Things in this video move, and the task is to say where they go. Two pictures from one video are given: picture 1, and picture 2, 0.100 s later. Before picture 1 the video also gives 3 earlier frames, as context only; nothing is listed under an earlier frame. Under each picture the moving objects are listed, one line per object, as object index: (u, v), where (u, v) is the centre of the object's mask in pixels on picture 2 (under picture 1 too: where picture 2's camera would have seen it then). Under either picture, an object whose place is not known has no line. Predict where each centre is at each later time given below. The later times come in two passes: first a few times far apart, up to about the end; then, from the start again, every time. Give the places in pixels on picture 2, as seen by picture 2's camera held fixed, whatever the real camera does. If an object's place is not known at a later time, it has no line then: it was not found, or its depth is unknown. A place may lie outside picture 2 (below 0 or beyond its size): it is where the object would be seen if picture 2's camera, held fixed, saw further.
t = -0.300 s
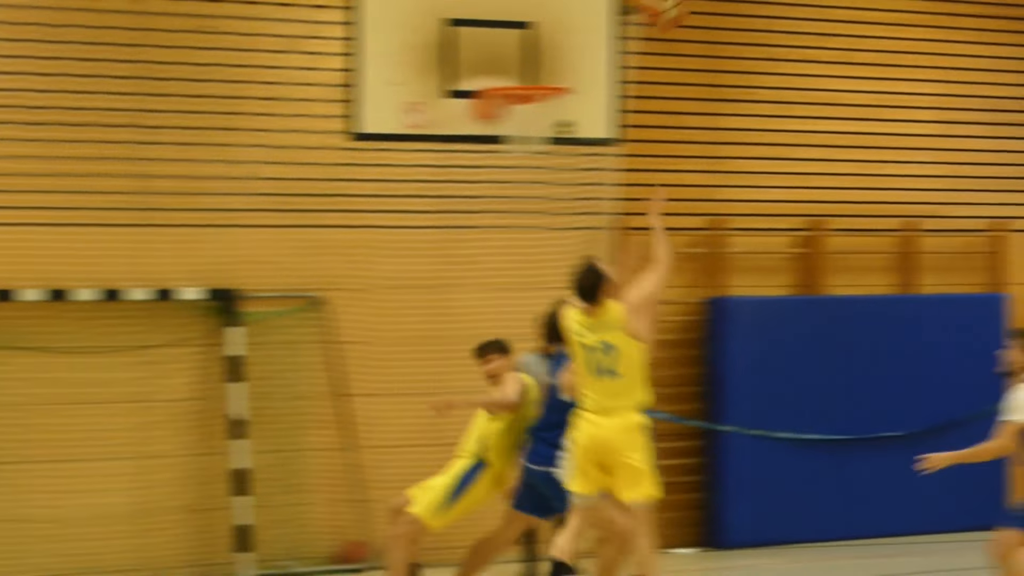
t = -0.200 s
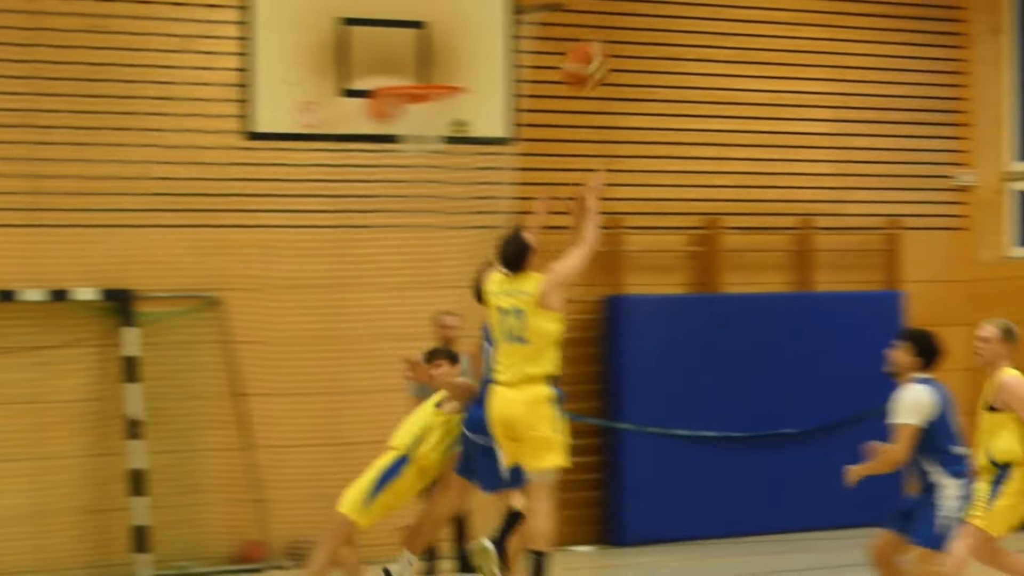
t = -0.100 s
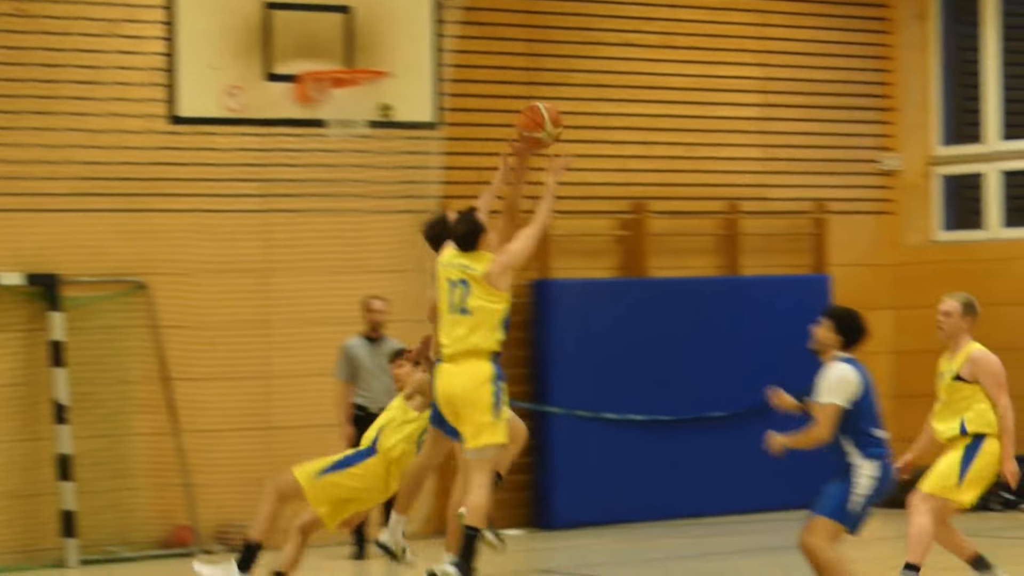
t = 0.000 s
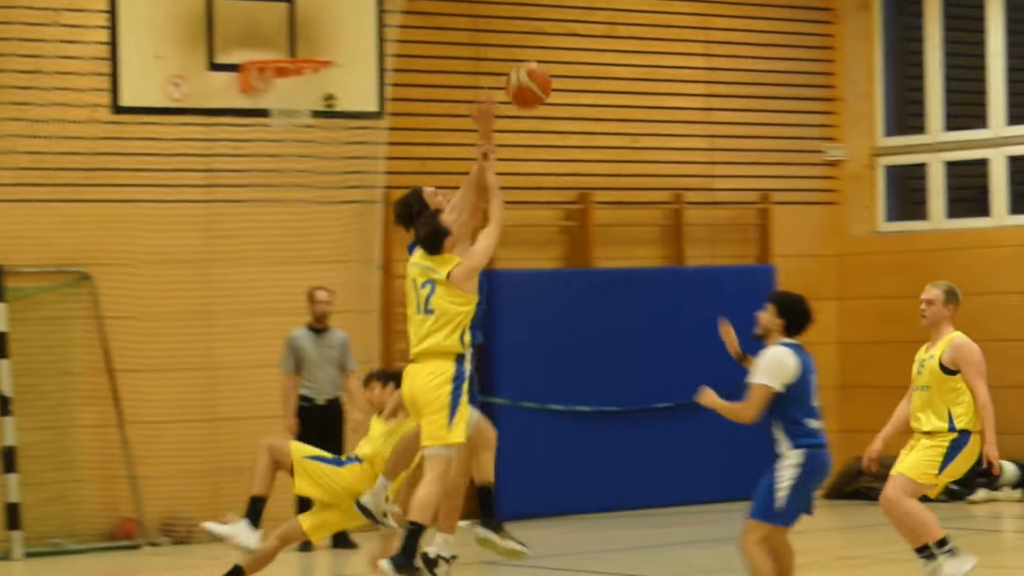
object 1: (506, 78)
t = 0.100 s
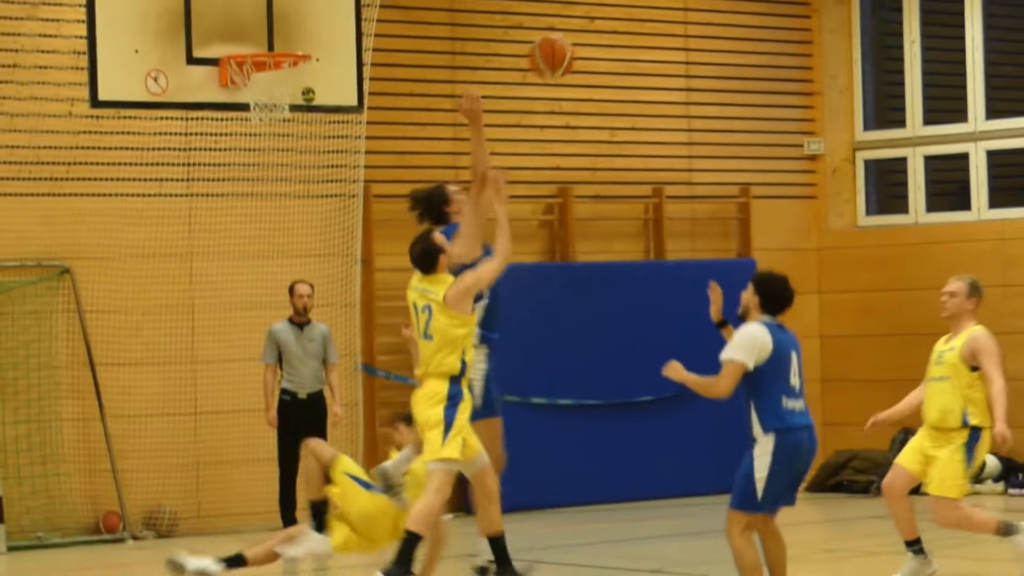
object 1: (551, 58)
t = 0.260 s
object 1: (619, 58)
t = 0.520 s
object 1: (727, 147)
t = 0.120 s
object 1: (560, 55)
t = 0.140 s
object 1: (569, 52)
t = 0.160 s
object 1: (579, 50)
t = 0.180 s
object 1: (586, 51)
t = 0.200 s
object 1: (595, 52)
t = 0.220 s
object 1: (603, 54)
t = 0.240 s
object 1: (611, 56)
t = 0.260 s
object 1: (619, 58)
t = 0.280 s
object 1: (628, 62)
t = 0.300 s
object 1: (636, 66)
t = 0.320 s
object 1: (644, 71)
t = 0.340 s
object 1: (652, 77)
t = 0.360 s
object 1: (660, 82)
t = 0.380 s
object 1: (668, 88)
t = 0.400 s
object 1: (676, 94)
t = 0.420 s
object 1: (684, 102)
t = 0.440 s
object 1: (691, 104)
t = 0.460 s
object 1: (700, 116)
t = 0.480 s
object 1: (710, 128)
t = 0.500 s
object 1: (719, 137)
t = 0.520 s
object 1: (727, 147)
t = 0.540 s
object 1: (736, 158)
